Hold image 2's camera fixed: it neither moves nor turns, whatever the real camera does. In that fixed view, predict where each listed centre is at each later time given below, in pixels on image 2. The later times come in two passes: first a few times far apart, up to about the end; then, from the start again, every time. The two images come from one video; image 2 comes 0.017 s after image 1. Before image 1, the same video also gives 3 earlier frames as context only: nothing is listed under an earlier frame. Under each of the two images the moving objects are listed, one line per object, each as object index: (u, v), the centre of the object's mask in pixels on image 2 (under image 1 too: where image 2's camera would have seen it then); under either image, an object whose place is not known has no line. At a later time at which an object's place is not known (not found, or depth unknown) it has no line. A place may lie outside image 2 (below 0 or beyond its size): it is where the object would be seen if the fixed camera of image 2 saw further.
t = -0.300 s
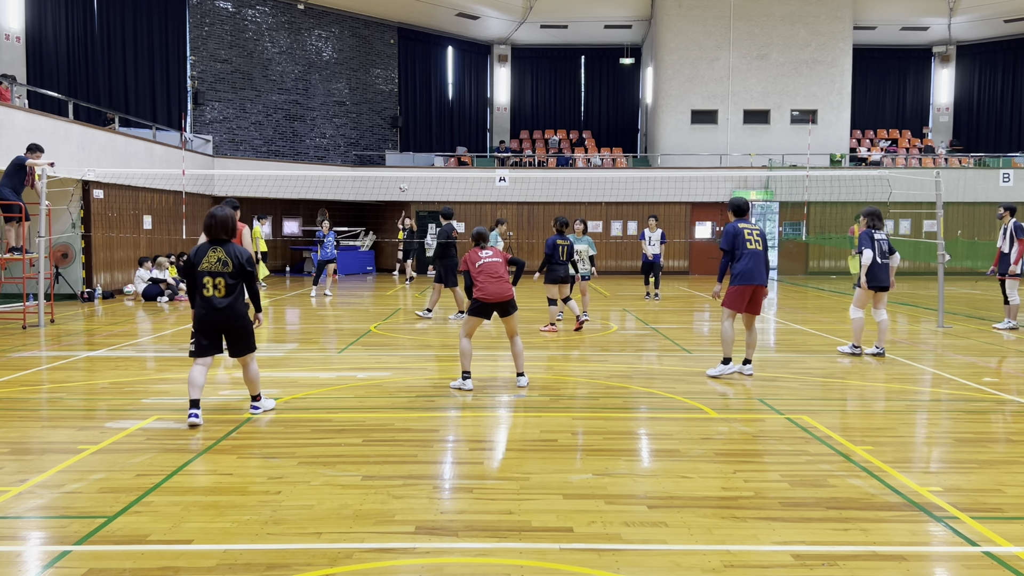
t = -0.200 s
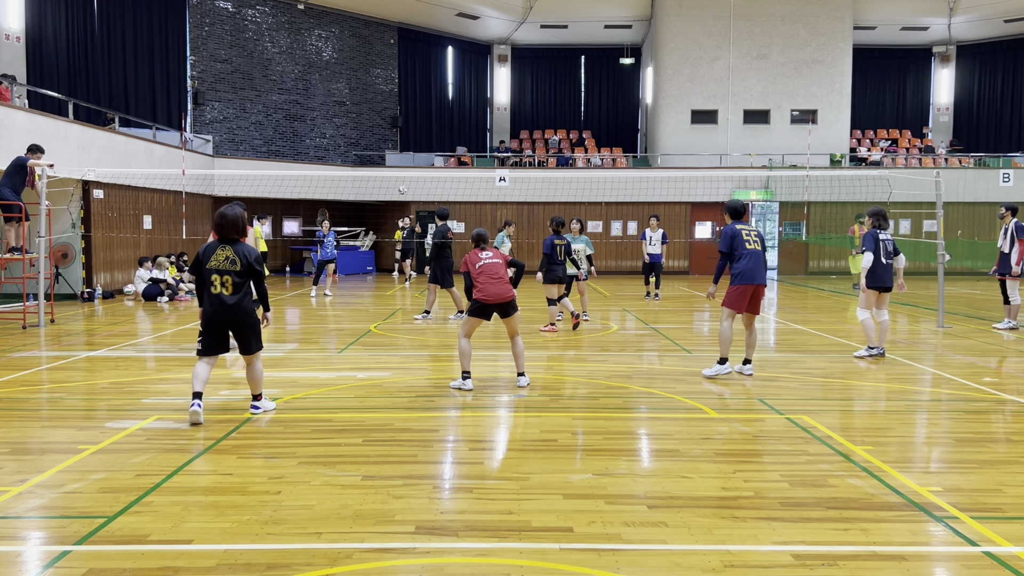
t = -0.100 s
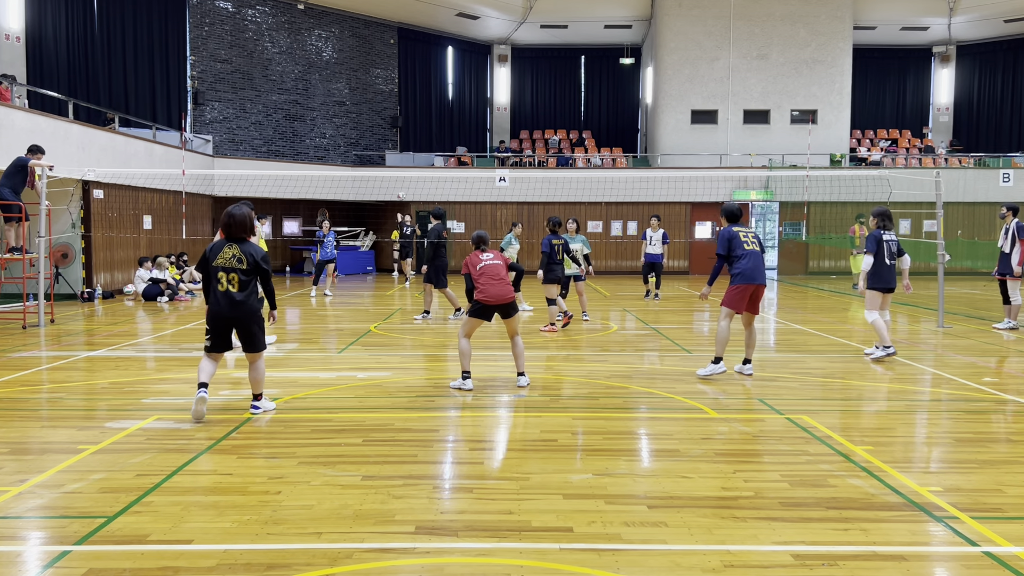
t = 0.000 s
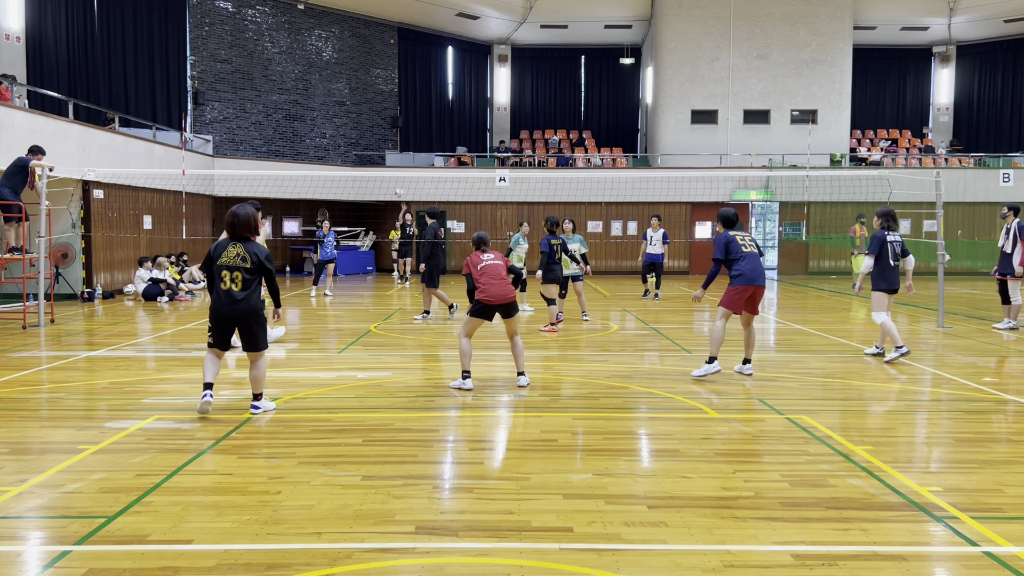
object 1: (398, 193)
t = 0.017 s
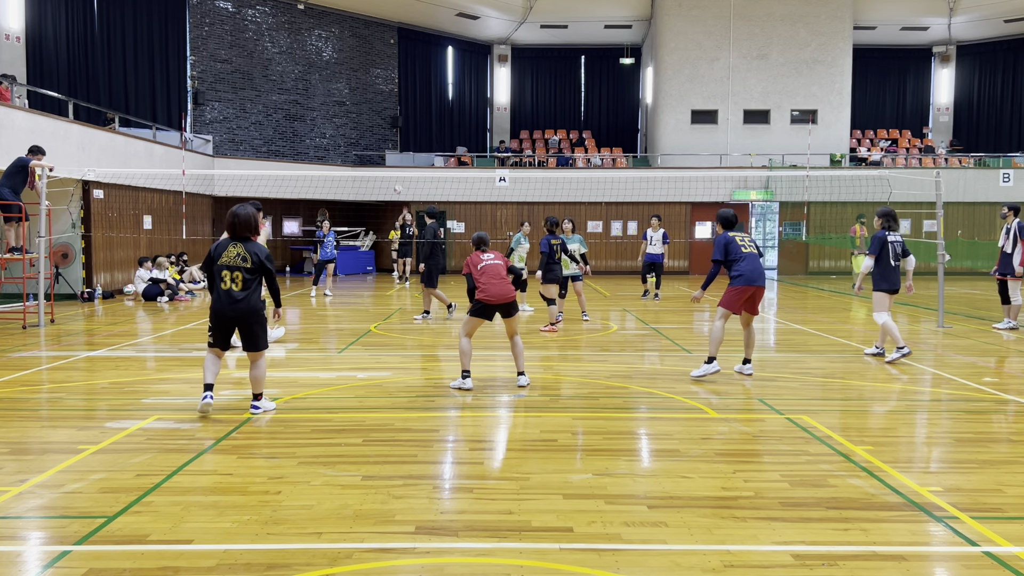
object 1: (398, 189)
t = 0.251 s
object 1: (384, 148)
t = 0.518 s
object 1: (360, 122)
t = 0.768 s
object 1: (326, 138)
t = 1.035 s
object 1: (264, 237)
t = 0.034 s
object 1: (397, 186)
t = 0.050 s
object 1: (396, 183)
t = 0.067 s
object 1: (395, 180)
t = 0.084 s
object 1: (394, 178)
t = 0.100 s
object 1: (394, 171)
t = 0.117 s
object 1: (393, 169)
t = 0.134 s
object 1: (392, 167)
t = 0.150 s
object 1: (391, 164)
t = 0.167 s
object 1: (390, 161)
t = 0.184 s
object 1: (389, 158)
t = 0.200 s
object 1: (388, 156)
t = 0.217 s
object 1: (386, 153)
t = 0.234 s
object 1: (385, 151)
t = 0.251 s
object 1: (384, 148)
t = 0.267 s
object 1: (383, 146)
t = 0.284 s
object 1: (381, 144)
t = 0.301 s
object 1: (380, 141)
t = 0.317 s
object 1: (378, 139)
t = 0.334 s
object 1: (377, 137)
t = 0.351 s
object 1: (376, 135)
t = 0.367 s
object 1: (374, 133)
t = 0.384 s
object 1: (373, 131)
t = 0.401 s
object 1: (371, 130)
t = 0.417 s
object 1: (370, 128)
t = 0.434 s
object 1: (368, 127)
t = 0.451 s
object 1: (367, 126)
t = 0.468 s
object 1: (365, 124)
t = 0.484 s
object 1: (363, 124)
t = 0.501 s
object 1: (362, 123)
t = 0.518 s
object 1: (360, 122)
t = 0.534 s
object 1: (358, 122)
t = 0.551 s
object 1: (357, 122)
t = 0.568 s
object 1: (355, 122)
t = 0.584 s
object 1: (353, 122)
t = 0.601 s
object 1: (351, 122)
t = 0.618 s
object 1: (349, 123)
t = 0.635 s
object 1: (347, 123)
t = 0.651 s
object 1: (345, 124)
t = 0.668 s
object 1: (342, 125)
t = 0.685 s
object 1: (340, 127)
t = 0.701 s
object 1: (337, 128)
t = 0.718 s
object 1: (335, 130)
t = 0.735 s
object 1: (332, 132)
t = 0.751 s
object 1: (329, 135)
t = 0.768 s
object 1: (326, 138)
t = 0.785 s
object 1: (323, 141)
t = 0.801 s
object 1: (320, 144)
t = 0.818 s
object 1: (316, 148)
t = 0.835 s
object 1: (313, 152)
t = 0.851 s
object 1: (310, 157)
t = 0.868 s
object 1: (306, 162)
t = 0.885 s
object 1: (303, 167)
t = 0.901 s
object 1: (299, 173)
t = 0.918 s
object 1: (295, 180)
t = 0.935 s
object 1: (291, 187)
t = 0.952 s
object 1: (286, 195)
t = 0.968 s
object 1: (282, 203)
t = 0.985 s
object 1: (277, 211)
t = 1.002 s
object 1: (274, 219)
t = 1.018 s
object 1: (269, 228)
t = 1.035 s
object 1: (264, 237)
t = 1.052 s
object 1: (258, 249)
